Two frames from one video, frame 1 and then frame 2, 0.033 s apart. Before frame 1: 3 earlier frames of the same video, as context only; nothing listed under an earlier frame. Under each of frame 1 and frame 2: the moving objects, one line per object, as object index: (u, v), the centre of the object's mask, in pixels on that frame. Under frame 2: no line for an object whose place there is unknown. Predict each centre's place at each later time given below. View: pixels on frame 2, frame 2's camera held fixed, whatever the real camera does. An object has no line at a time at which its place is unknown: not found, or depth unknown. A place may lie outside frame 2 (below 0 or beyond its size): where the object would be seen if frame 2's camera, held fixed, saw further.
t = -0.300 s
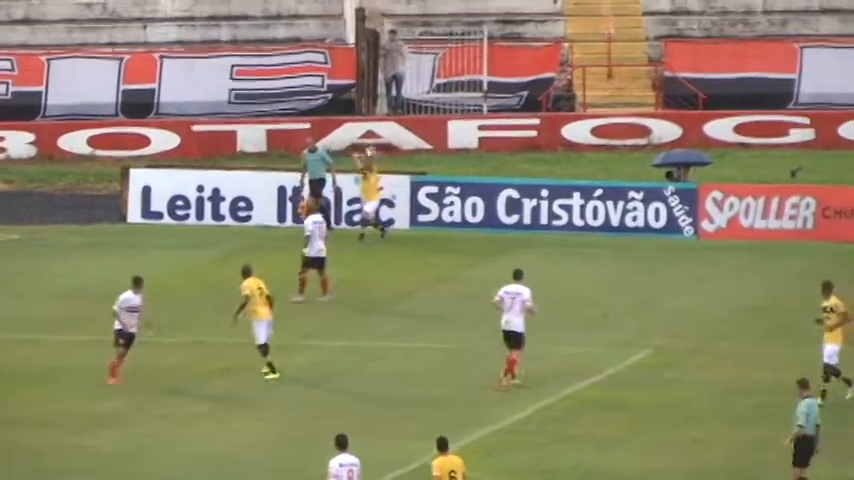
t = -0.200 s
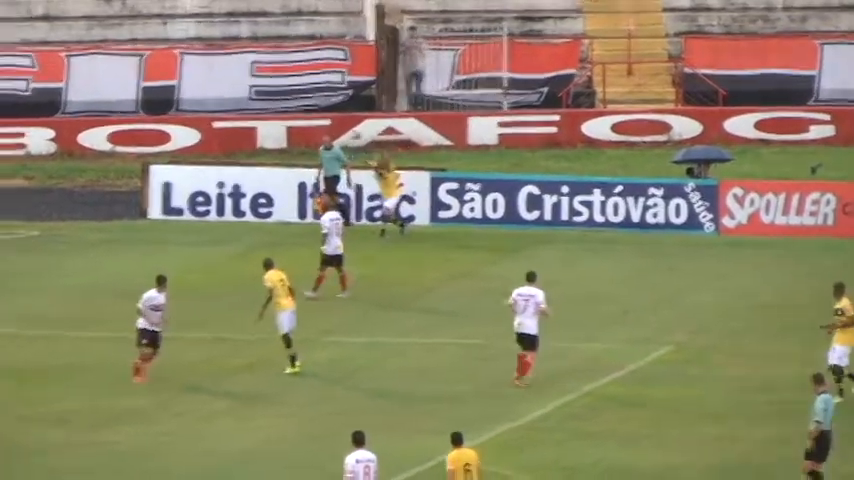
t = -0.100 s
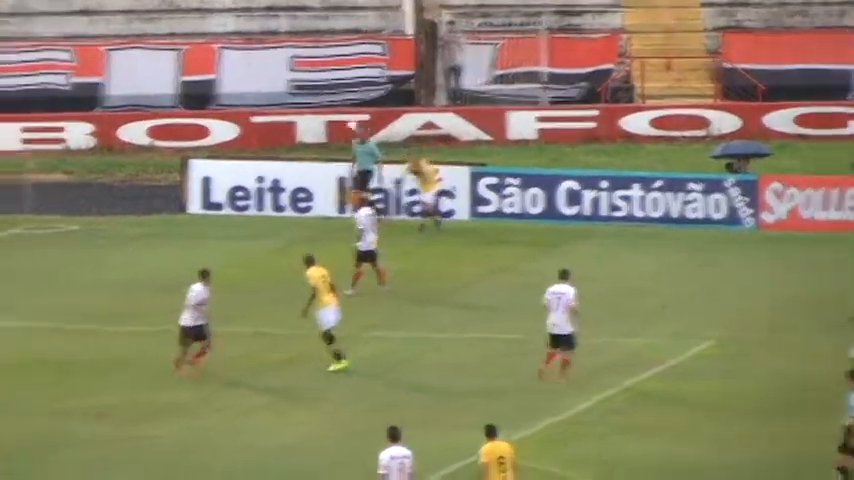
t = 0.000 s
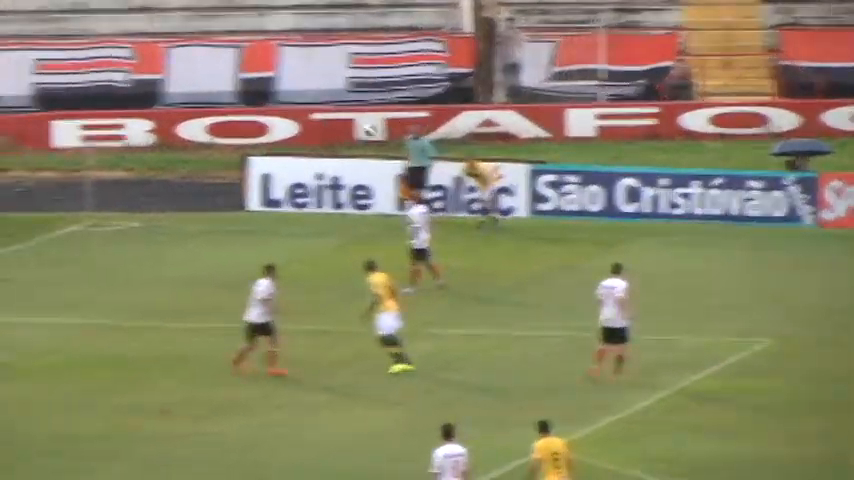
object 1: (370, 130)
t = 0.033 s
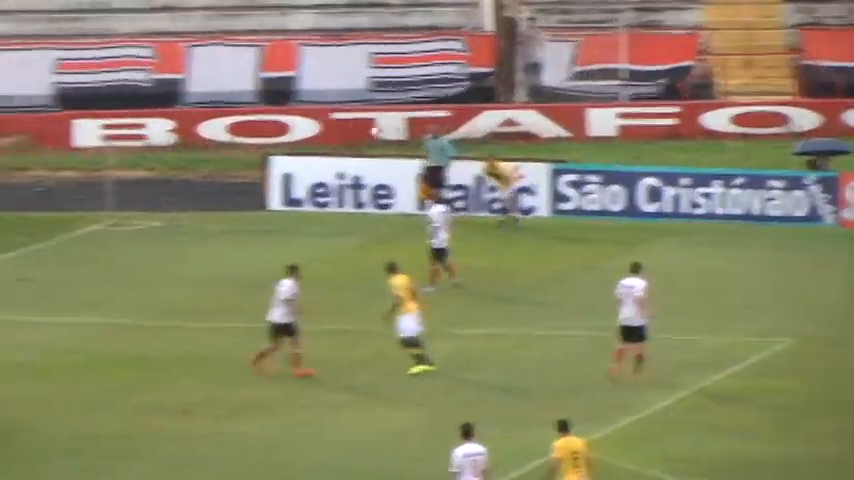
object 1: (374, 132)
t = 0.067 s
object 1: (365, 137)
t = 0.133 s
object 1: (344, 147)
